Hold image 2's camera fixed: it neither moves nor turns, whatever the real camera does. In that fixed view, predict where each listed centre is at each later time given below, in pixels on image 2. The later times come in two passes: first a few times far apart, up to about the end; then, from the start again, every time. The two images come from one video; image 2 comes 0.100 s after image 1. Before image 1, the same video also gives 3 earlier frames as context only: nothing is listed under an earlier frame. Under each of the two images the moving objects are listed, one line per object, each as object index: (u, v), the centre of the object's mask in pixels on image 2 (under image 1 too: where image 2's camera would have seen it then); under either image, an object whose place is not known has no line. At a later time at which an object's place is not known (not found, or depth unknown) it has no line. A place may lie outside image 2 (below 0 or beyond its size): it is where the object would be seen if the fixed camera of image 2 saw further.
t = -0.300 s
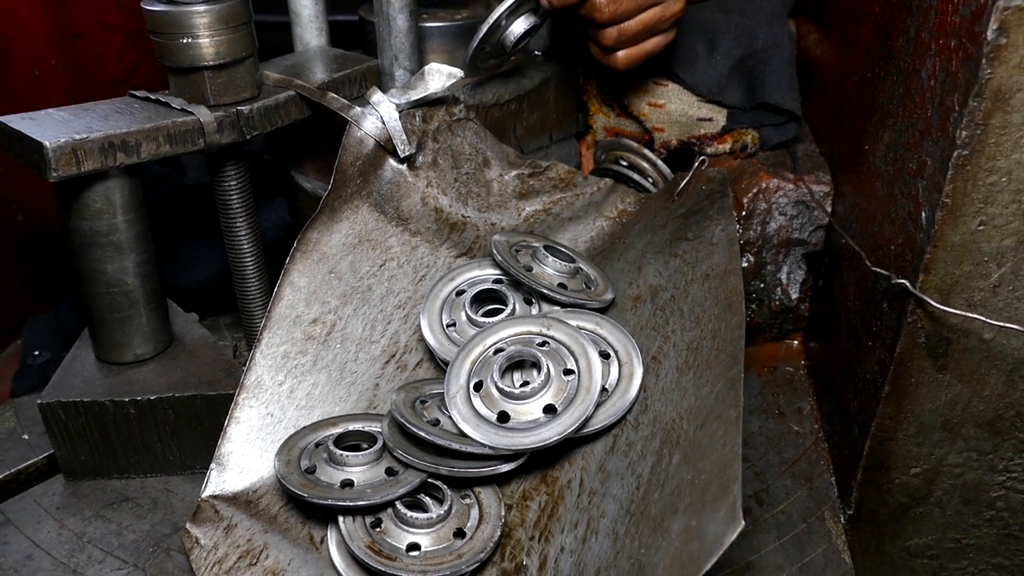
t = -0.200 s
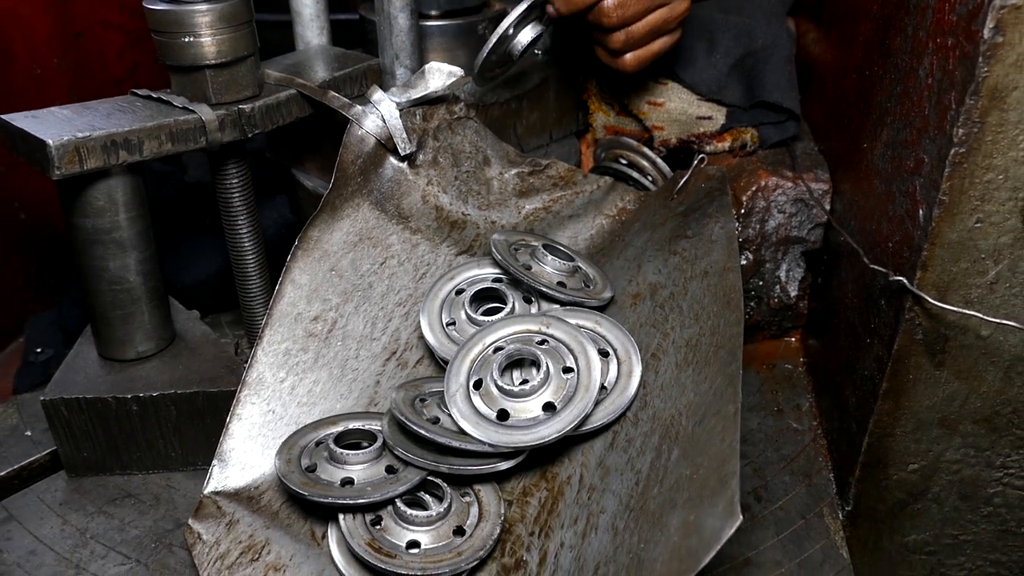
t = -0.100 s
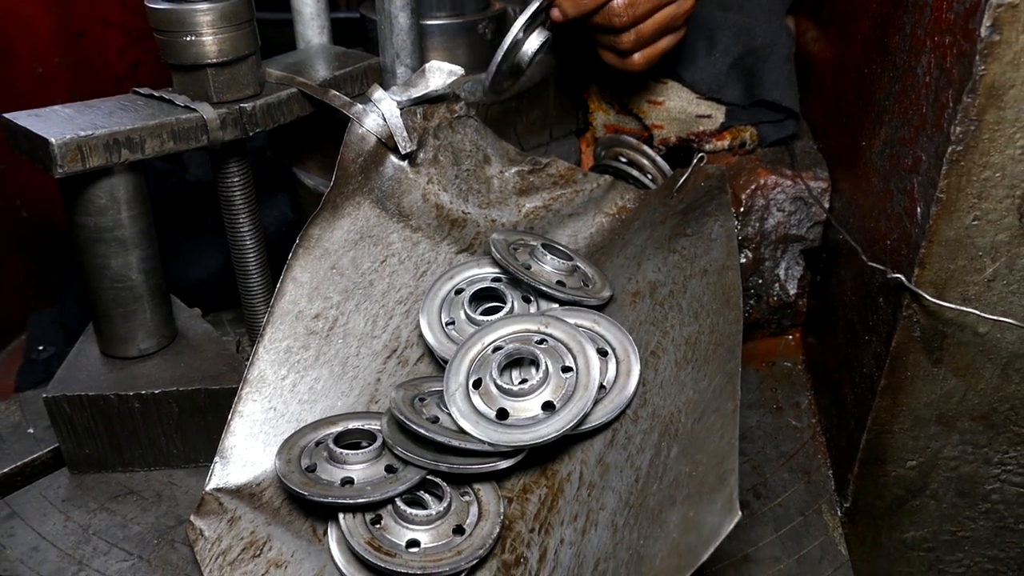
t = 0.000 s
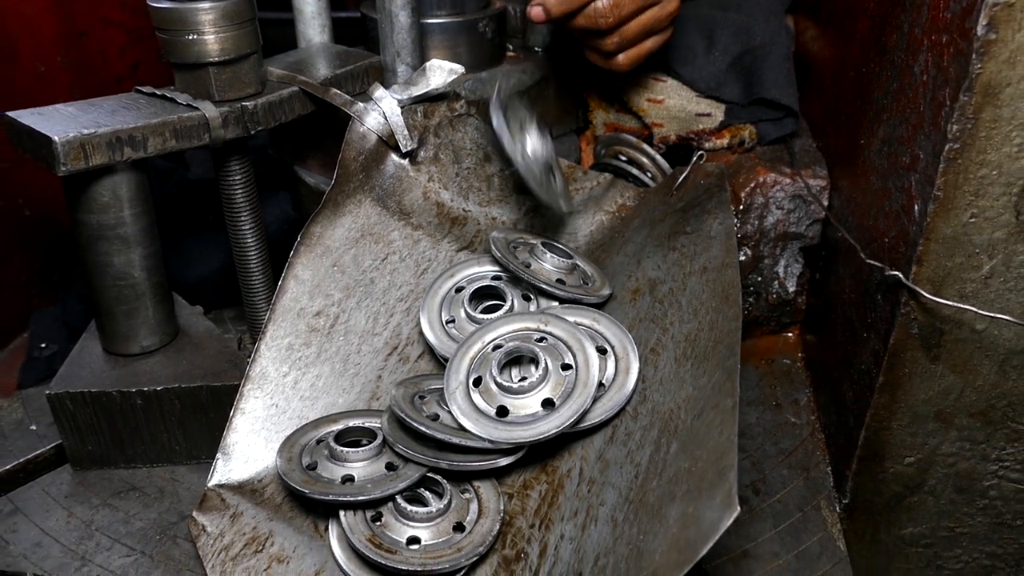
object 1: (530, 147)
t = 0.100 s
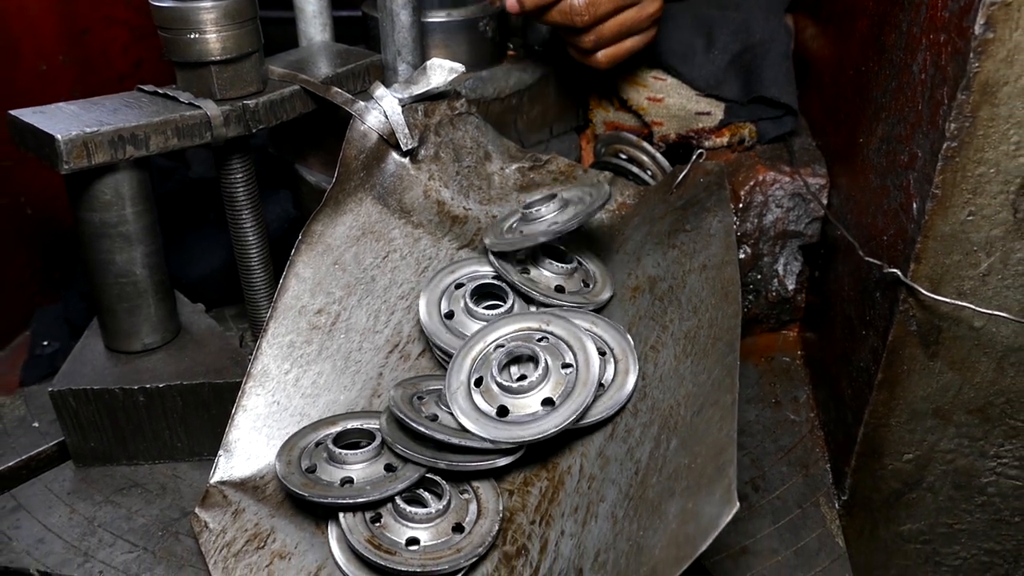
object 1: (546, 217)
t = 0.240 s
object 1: (550, 267)
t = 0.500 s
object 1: (549, 268)
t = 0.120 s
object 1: (548, 226)
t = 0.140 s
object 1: (549, 241)
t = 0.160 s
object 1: (548, 258)
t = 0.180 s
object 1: (549, 262)
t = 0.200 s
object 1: (549, 266)
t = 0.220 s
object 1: (550, 267)
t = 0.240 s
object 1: (550, 267)
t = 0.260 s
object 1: (549, 267)
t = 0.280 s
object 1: (549, 267)
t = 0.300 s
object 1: (549, 267)
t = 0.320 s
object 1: (549, 267)
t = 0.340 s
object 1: (549, 266)
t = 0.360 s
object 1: (549, 267)
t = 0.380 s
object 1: (549, 267)
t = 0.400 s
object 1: (549, 267)
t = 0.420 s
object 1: (549, 267)
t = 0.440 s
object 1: (549, 268)
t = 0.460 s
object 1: (549, 268)
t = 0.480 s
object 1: (549, 268)
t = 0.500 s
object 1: (549, 268)
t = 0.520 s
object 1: (549, 268)
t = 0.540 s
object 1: (549, 268)
